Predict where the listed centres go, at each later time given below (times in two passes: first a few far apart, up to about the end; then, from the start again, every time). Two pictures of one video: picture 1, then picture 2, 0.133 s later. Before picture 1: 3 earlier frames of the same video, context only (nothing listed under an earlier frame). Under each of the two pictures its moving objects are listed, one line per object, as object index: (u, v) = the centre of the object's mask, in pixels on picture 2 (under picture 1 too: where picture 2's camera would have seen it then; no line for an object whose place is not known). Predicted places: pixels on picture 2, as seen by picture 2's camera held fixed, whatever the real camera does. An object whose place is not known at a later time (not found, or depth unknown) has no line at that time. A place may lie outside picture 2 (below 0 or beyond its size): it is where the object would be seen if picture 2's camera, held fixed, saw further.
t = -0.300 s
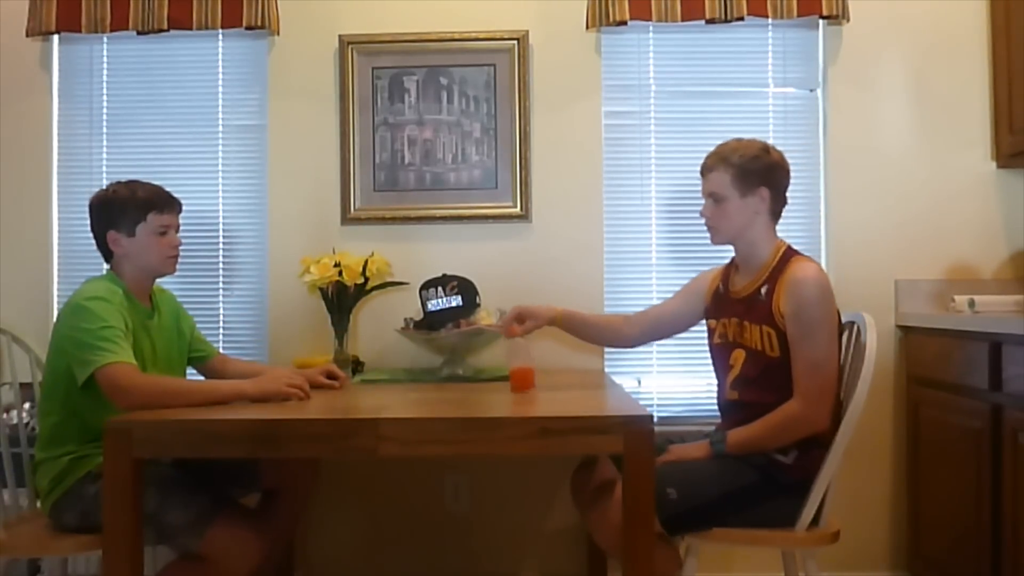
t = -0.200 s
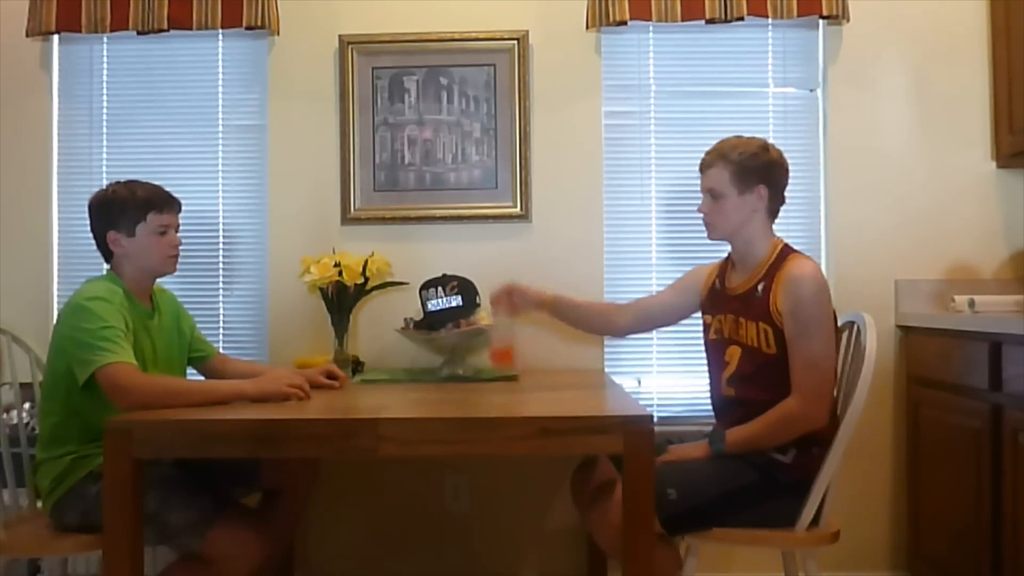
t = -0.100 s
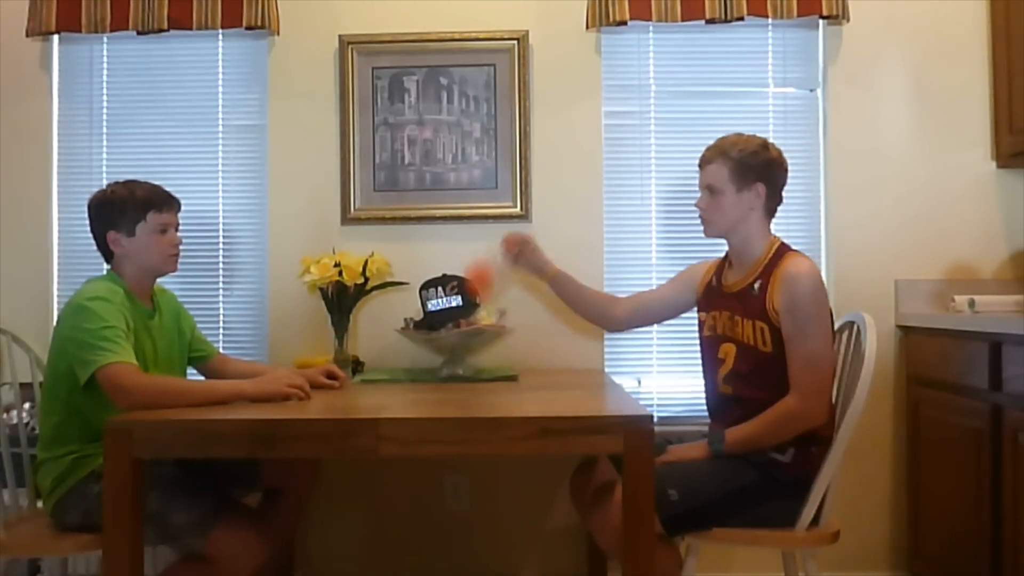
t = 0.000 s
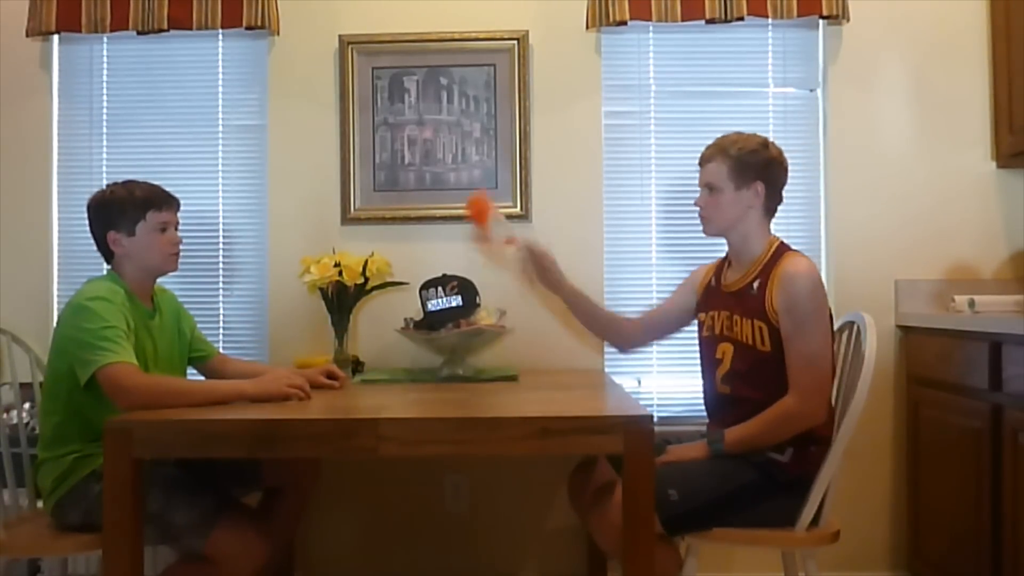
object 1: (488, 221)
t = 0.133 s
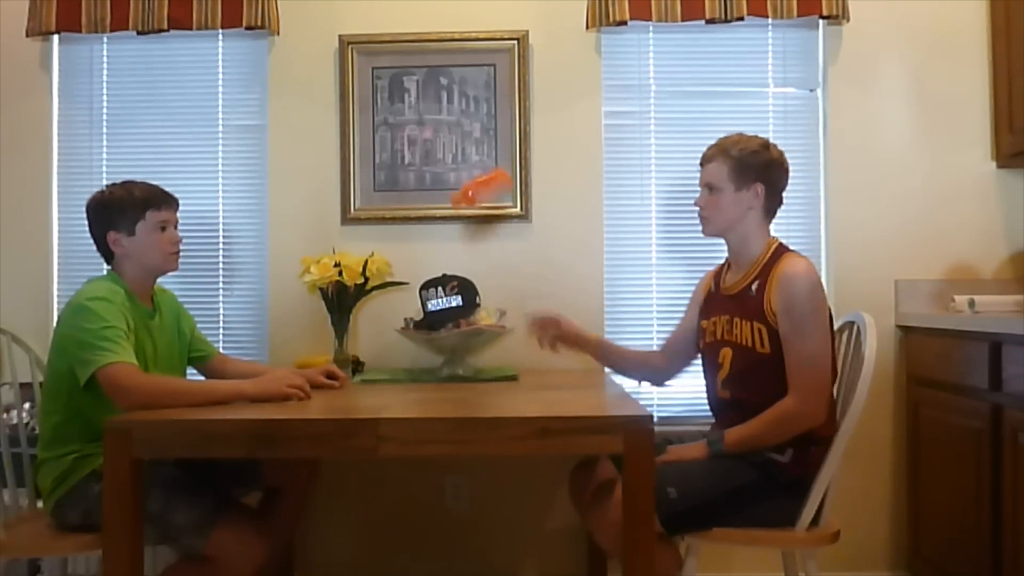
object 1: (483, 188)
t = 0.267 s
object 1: (489, 238)
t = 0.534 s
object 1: (497, 363)
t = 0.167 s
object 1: (485, 192)
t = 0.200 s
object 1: (486, 200)
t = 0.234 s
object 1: (486, 211)
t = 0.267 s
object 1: (489, 238)
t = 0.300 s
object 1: (490, 258)
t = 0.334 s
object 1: (491, 281)
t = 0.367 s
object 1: (492, 310)
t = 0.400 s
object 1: (495, 346)
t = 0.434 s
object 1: (497, 363)
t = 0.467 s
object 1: (497, 363)
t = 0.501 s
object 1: (497, 363)
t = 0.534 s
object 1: (497, 363)
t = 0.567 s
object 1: (498, 363)
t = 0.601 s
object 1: (498, 363)
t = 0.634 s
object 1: (498, 363)
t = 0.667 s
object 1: (498, 363)
